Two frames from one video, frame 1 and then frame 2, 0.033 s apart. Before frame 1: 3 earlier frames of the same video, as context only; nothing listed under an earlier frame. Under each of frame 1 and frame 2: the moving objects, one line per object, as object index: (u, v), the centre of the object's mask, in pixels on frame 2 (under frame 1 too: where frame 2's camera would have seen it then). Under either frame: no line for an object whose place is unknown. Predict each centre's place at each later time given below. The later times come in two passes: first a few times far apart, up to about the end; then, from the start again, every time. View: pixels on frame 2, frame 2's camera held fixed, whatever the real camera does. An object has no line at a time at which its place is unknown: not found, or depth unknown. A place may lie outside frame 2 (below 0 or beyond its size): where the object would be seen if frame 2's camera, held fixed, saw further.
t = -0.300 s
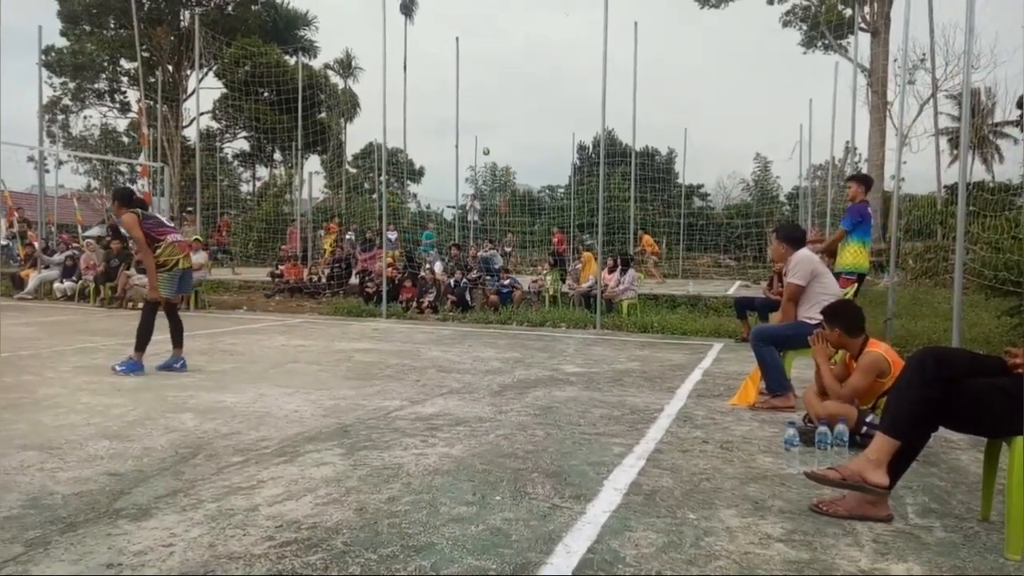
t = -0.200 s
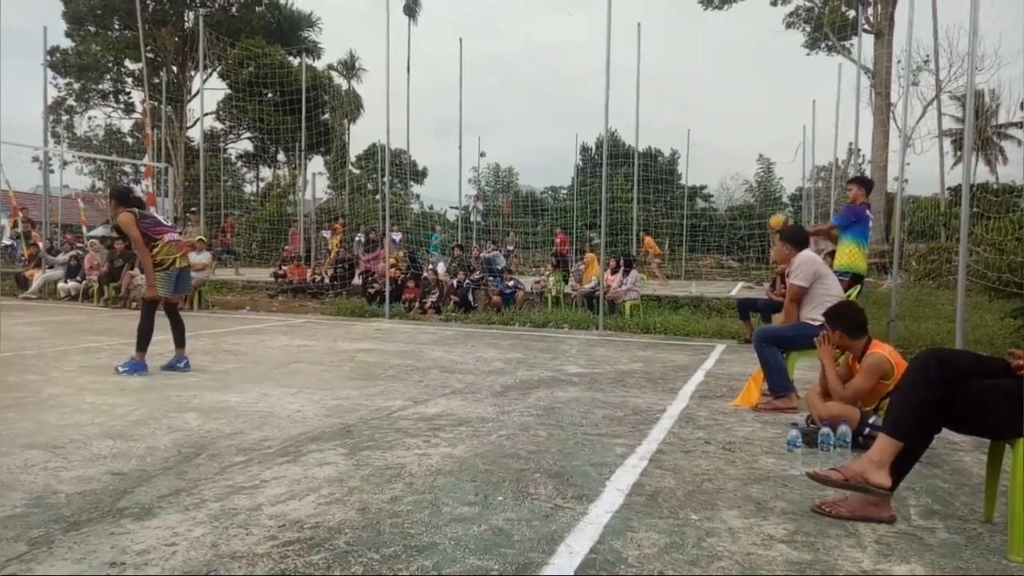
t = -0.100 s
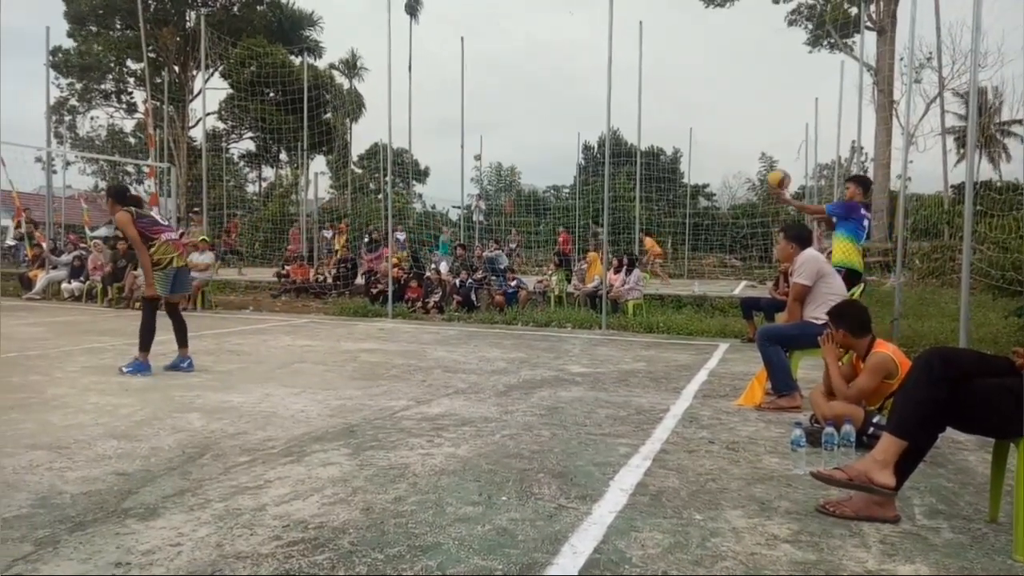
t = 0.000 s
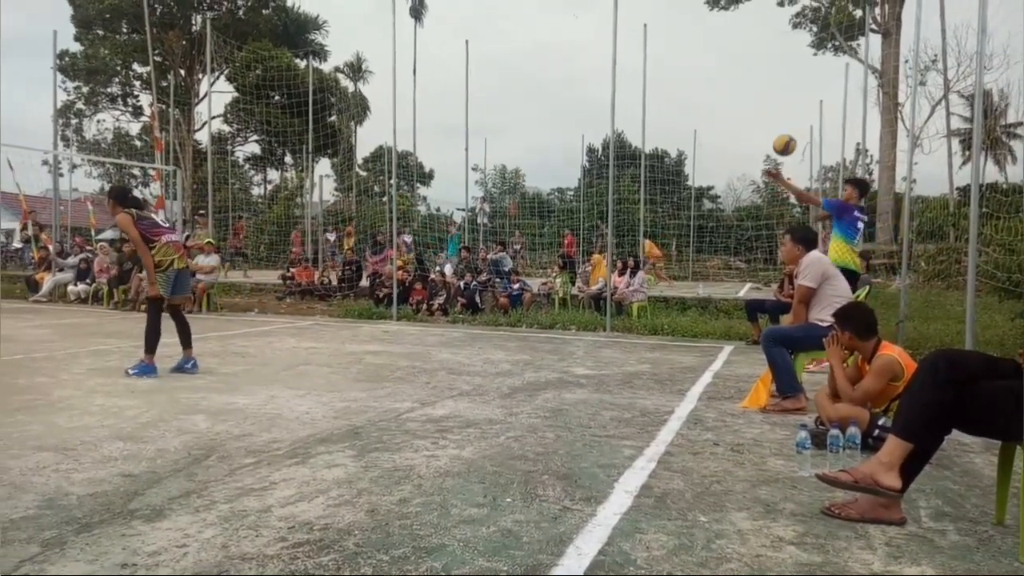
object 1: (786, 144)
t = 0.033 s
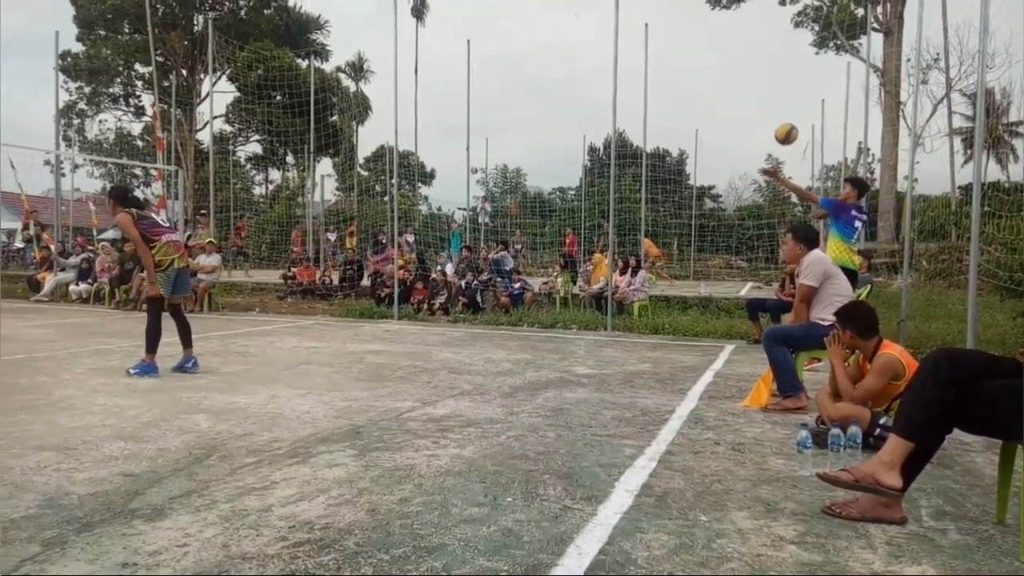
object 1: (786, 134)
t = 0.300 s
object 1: (786, 94)
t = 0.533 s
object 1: (784, 120)
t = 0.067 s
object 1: (787, 125)
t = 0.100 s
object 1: (787, 117)
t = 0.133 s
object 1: (787, 111)
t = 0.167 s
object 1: (787, 105)
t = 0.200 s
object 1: (787, 100)
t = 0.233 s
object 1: (787, 97)
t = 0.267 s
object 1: (787, 95)
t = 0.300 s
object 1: (786, 94)
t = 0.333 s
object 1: (786, 94)
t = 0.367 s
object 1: (786, 96)
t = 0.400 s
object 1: (786, 98)
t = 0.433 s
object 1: (786, 102)
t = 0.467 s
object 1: (785, 106)
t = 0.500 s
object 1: (785, 113)
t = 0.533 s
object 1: (784, 120)
